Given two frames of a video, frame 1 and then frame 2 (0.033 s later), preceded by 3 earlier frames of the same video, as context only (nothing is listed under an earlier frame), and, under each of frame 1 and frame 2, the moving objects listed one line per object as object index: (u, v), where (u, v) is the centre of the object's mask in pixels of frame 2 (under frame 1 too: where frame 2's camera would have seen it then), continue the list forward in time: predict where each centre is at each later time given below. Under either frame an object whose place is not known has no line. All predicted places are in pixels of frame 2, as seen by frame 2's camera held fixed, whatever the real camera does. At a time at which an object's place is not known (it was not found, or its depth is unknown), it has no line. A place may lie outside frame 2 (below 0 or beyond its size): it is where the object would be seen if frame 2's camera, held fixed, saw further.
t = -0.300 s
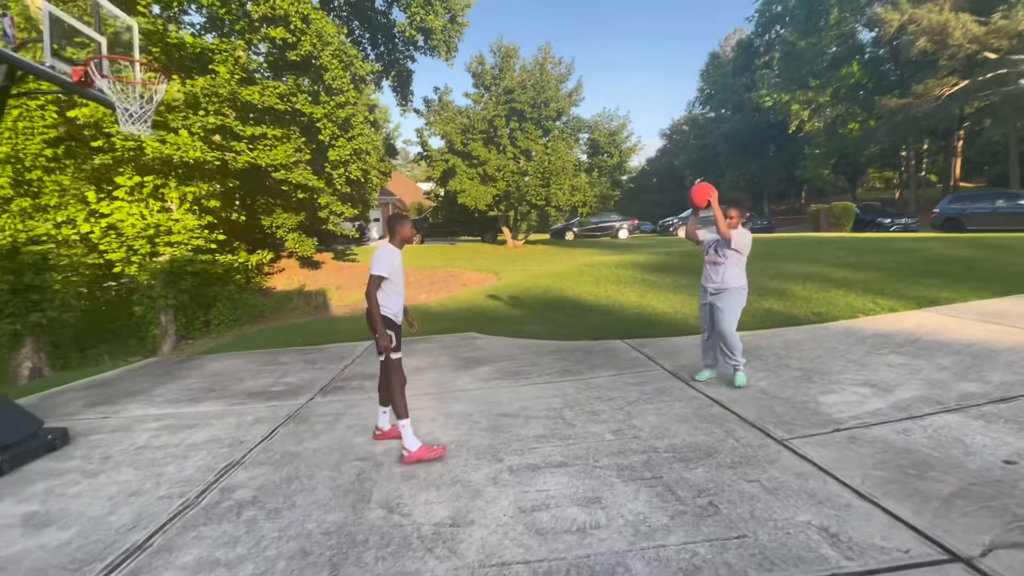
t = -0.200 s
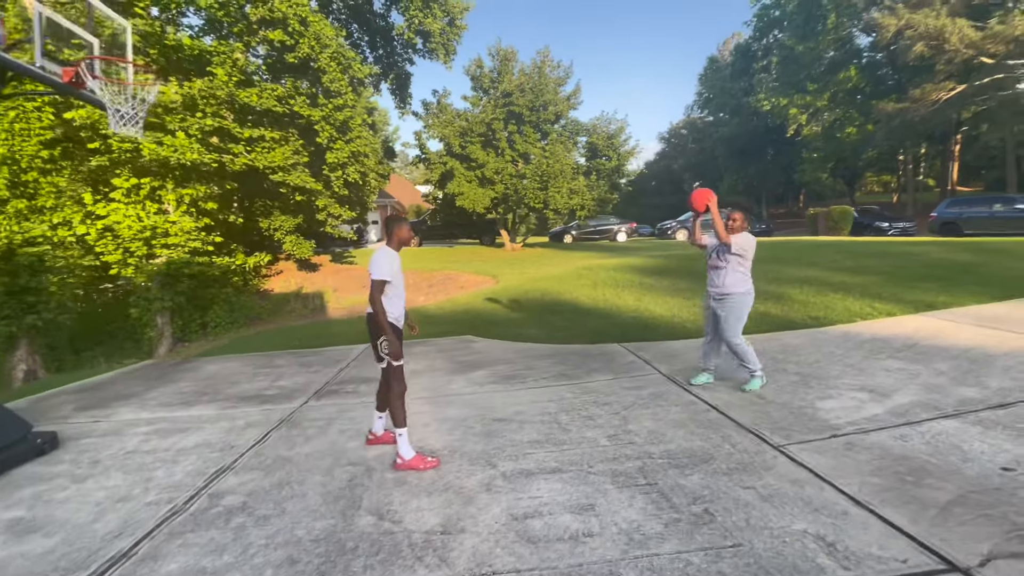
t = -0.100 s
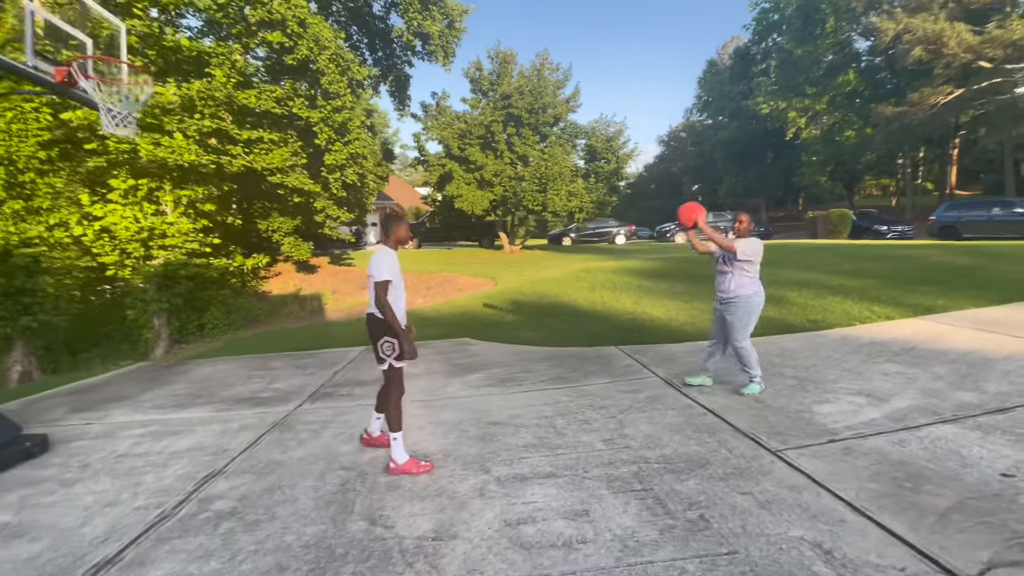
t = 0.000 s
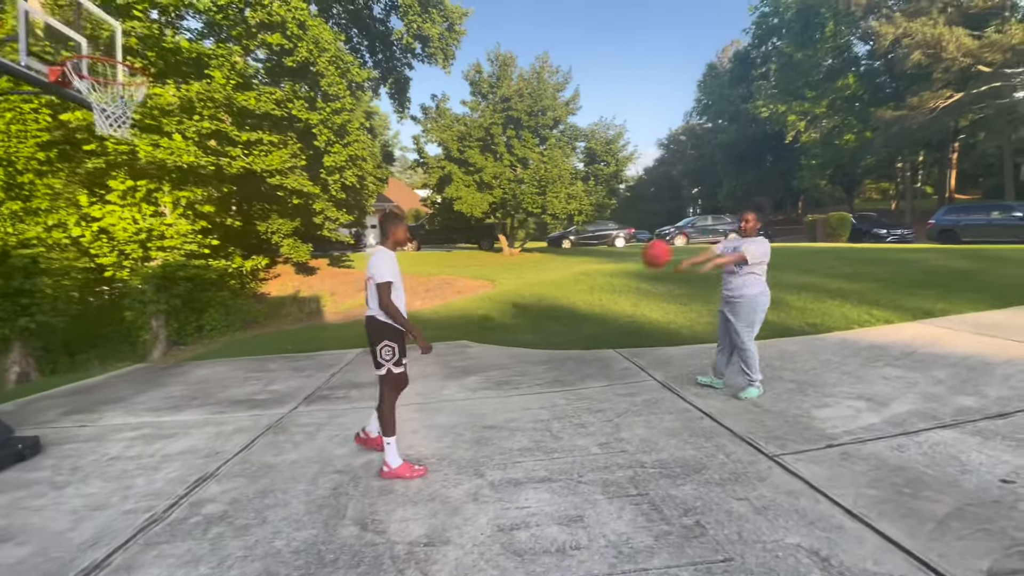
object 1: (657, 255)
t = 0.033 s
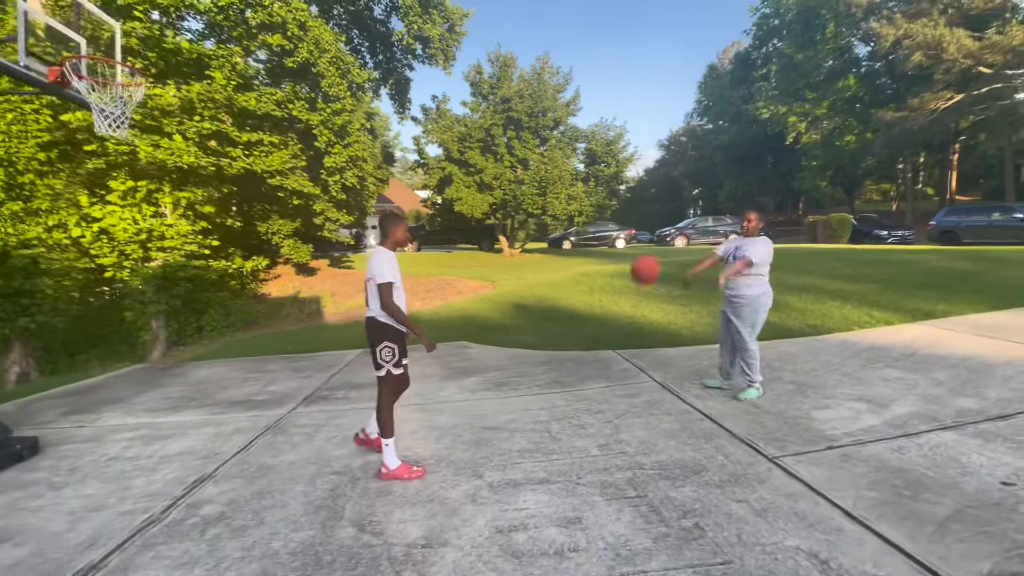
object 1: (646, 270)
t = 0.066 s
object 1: (633, 287)
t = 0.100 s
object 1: (621, 306)
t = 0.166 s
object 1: (596, 347)
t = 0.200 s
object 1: (584, 370)
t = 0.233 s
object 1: (572, 396)
